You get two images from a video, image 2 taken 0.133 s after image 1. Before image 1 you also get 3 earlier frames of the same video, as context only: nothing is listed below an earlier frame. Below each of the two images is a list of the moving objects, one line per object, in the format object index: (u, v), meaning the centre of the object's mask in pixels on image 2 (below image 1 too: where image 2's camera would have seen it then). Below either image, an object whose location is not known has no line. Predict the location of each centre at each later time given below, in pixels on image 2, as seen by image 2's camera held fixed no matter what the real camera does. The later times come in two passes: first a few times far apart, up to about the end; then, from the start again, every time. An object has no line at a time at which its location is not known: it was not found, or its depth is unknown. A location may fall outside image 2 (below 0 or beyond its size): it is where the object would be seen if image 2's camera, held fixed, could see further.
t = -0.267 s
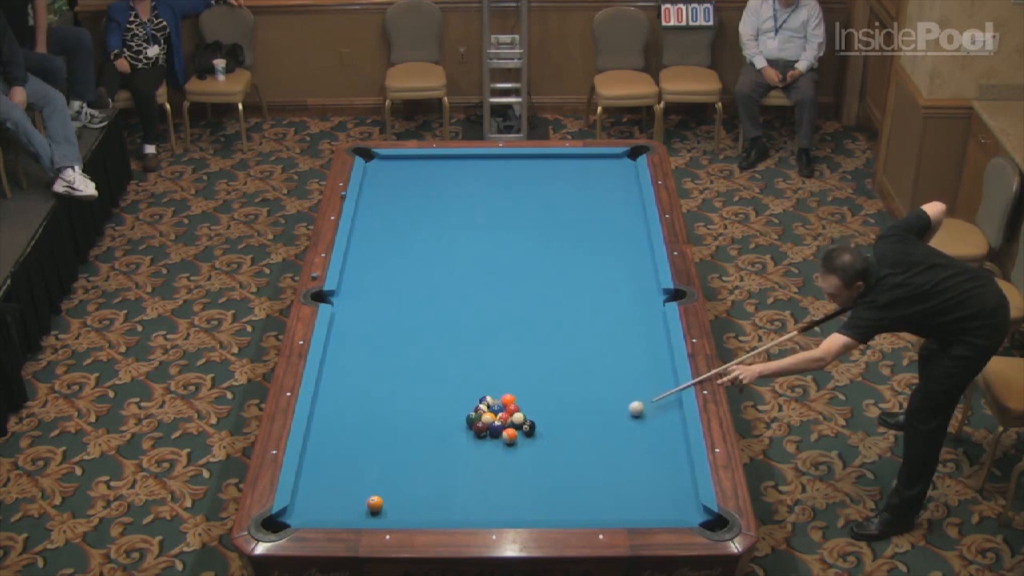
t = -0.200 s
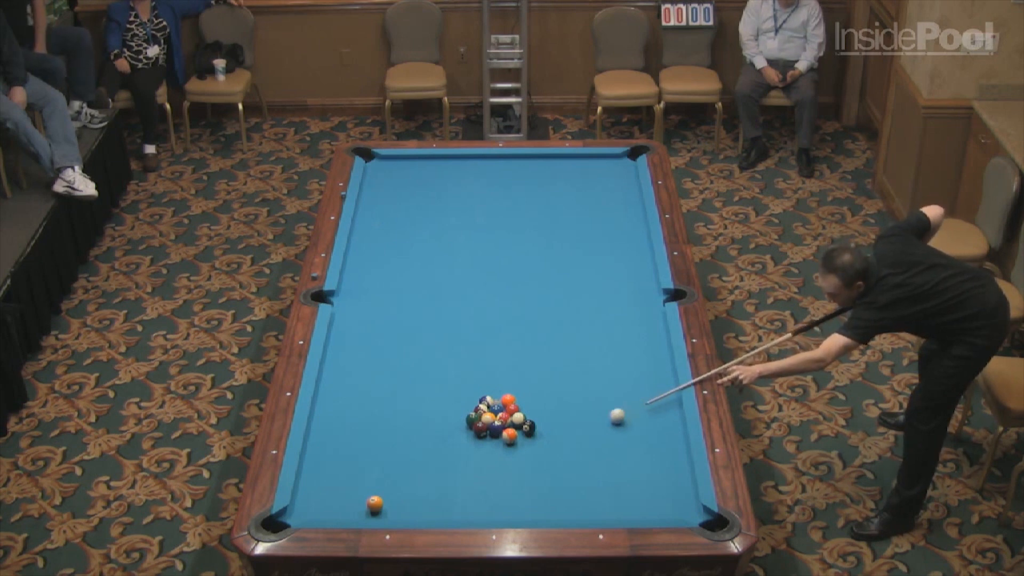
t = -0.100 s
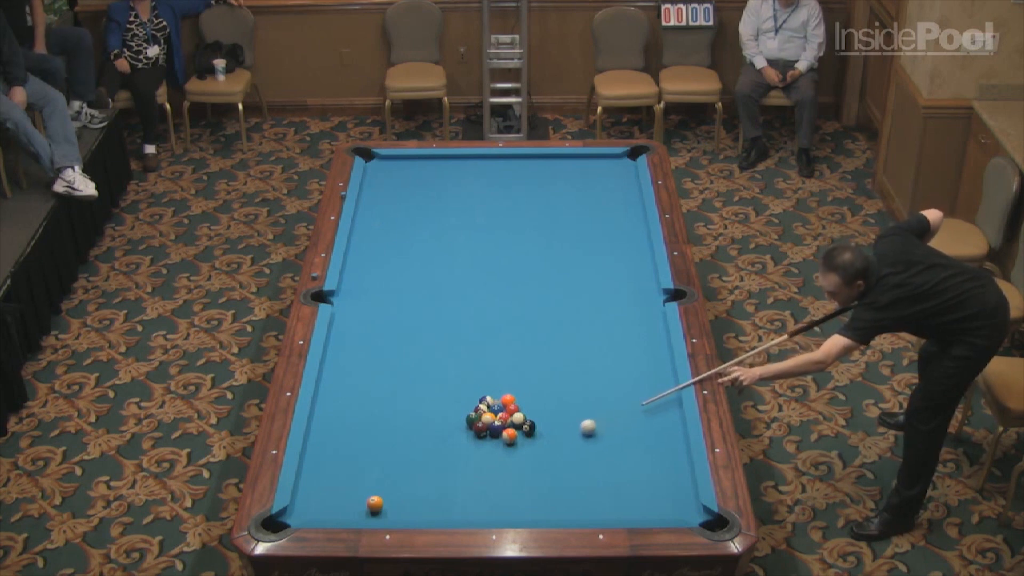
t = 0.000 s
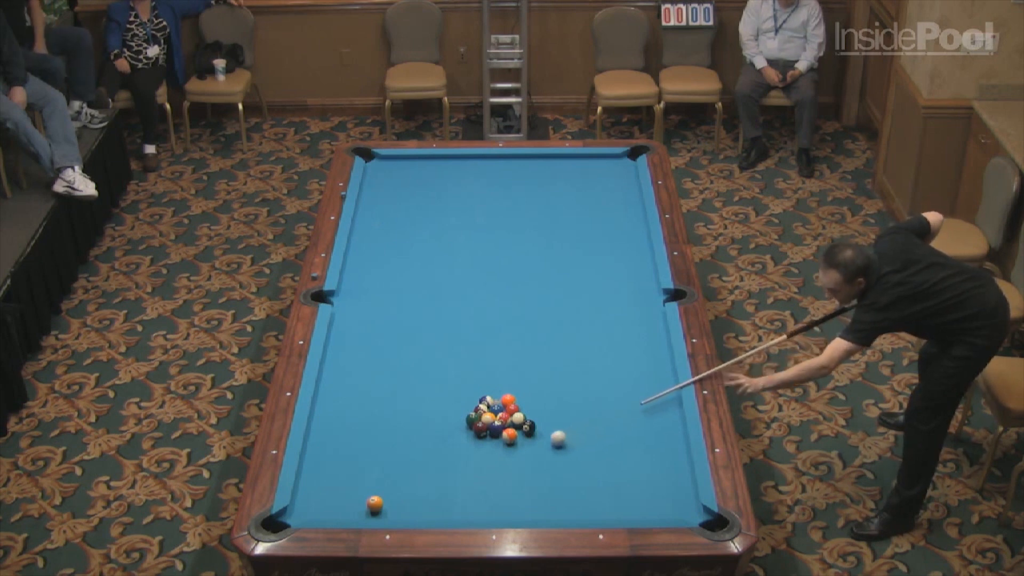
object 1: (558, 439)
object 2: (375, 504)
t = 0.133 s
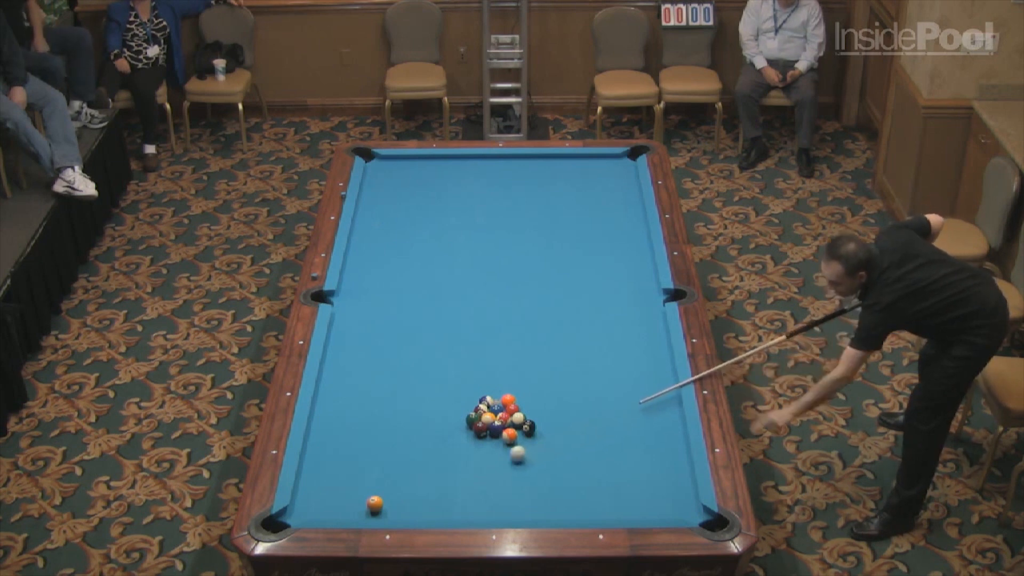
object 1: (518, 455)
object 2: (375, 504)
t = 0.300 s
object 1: (466, 474)
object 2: (375, 504)
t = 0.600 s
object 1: (391, 505)
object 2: (354, 509)
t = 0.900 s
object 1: (375, 512)
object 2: (291, 511)
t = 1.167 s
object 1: (368, 506)
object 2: (289, 521)
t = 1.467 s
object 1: (360, 497)
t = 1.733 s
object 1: (354, 491)
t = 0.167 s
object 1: (507, 459)
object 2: (375, 504)
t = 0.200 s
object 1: (497, 462)
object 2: (375, 504)
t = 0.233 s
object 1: (487, 466)
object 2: (375, 504)
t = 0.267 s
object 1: (476, 470)
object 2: (375, 504)
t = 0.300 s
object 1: (466, 474)
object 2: (375, 504)
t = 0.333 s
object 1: (455, 478)
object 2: (375, 504)
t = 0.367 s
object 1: (445, 482)
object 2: (375, 504)
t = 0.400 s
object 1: (434, 486)
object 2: (375, 504)
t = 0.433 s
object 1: (423, 490)
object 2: (375, 504)
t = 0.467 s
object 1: (413, 494)
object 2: (375, 504)
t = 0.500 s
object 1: (402, 498)
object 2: (375, 504)
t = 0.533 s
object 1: (392, 502)
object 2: (375, 504)
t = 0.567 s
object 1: (391, 504)
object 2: (364, 507)
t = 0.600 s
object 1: (391, 505)
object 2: (354, 509)
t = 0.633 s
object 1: (389, 507)
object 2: (344, 510)
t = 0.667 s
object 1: (387, 509)
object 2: (335, 511)
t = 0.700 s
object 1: (385, 510)
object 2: (327, 512)
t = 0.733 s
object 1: (383, 511)
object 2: (319, 513)
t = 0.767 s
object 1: (380, 512)
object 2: (314, 513)
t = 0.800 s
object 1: (378, 514)
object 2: (308, 512)
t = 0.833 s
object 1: (377, 513)
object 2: (302, 512)
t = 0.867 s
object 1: (376, 512)
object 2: (296, 512)
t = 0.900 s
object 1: (375, 512)
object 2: (291, 511)
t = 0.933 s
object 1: (374, 511)
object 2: (292, 513)
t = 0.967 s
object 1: (373, 511)
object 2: (292, 515)
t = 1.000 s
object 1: (373, 510)
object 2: (292, 516)
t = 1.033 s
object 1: (372, 509)
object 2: (292, 518)
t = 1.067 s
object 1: (371, 509)
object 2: (292, 519)
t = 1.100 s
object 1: (369, 508)
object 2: (292, 520)
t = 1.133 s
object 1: (368, 507)
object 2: (291, 520)
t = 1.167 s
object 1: (368, 506)
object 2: (289, 521)
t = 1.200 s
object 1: (367, 505)
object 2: (286, 523)
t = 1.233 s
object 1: (366, 504)
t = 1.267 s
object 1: (365, 503)
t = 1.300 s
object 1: (364, 501)
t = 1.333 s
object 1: (364, 500)
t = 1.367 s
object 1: (363, 500)
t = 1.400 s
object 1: (362, 499)
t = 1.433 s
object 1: (361, 498)
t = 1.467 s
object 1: (360, 497)
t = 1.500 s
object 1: (360, 496)
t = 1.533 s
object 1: (359, 495)
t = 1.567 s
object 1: (358, 494)
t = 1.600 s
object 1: (357, 493)
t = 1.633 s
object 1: (357, 493)
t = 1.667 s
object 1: (356, 492)
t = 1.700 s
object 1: (355, 491)
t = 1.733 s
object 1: (354, 491)
